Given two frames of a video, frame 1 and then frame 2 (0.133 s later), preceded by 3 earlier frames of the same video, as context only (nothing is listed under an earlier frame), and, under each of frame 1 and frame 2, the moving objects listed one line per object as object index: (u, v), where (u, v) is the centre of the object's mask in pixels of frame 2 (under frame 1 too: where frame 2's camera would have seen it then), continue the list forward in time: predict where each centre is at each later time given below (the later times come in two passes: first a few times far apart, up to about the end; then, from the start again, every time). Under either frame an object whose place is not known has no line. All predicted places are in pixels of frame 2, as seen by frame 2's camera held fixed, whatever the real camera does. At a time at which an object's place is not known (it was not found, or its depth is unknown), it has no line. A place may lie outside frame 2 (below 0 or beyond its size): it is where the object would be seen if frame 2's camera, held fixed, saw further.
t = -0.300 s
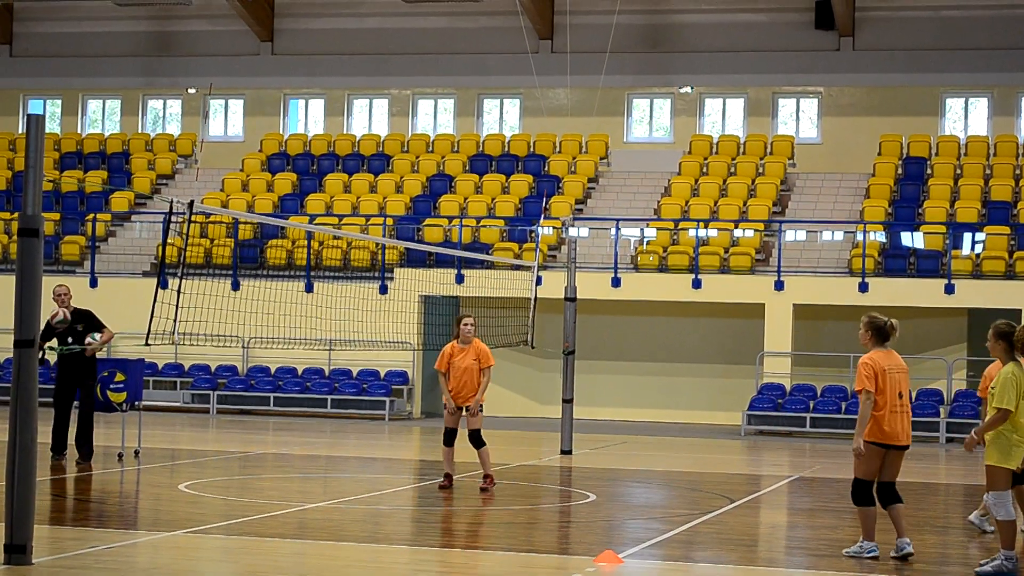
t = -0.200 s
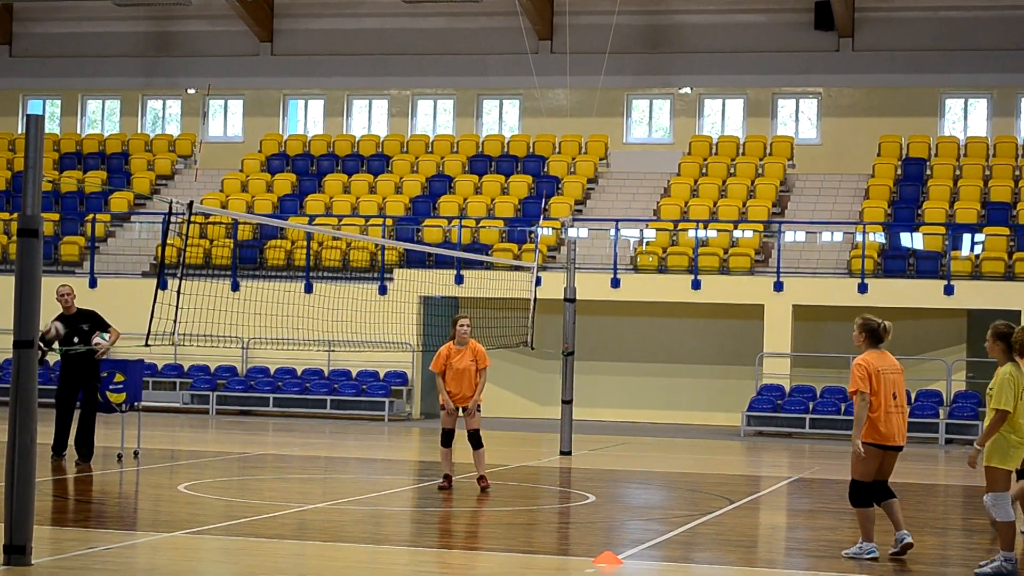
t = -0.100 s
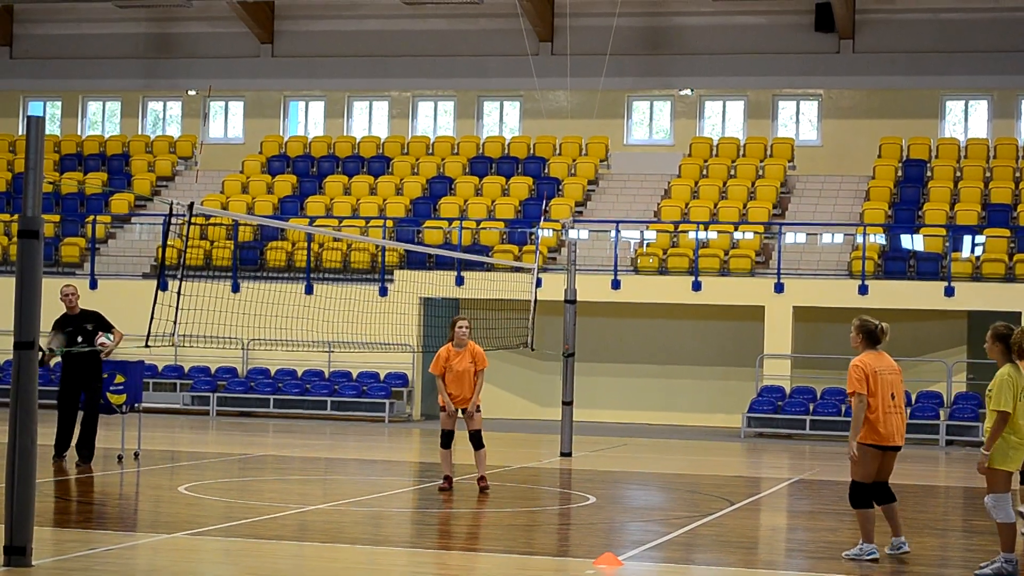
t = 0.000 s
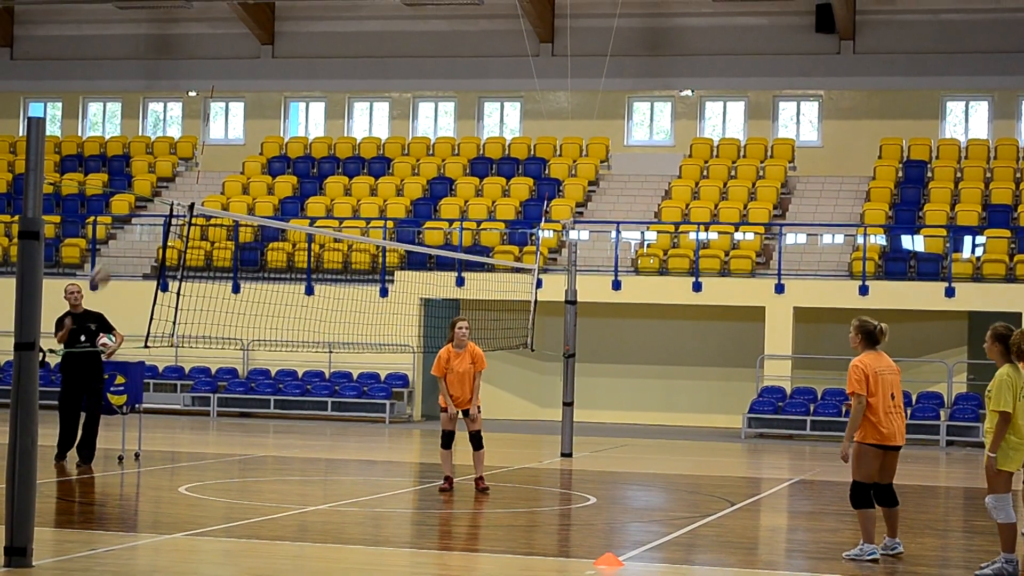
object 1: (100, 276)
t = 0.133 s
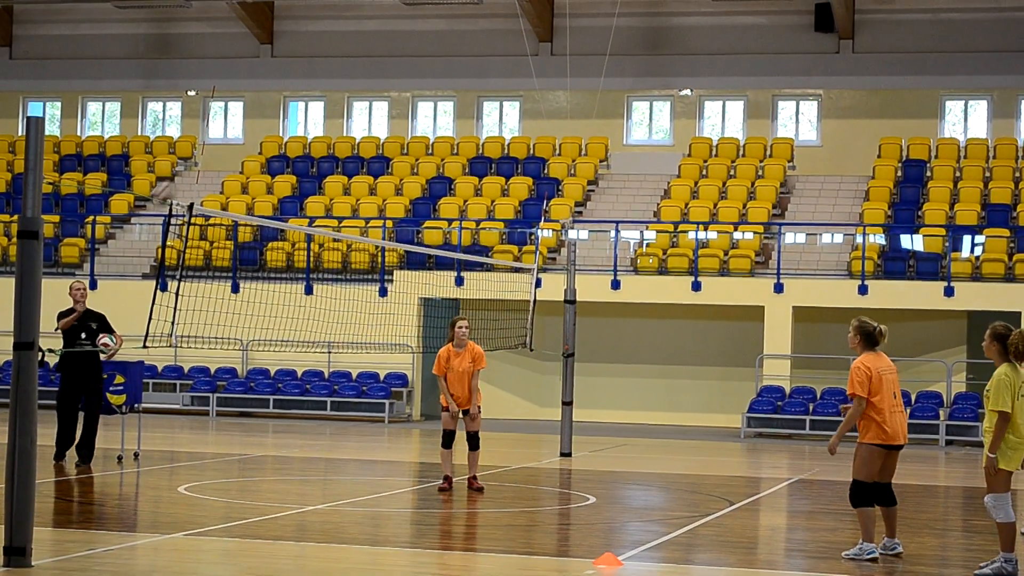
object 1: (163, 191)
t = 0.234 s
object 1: (213, 147)
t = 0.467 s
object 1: (331, 71)
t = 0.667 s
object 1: (439, 56)
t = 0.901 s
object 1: (569, 101)
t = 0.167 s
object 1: (179, 177)
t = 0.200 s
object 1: (195, 161)
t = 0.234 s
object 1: (213, 147)
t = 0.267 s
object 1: (228, 133)
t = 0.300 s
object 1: (247, 118)
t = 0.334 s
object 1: (262, 106)
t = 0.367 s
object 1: (279, 96)
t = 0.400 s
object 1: (296, 86)
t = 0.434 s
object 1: (314, 78)
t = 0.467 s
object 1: (331, 71)
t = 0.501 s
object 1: (349, 65)
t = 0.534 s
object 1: (367, 61)
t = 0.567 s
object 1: (385, 57)
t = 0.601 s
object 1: (403, 56)
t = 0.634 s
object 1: (421, 55)
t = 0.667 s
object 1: (439, 56)
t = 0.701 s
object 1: (458, 58)
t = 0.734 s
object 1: (476, 62)
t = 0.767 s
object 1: (494, 67)
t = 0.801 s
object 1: (513, 73)
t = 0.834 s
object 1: (532, 81)
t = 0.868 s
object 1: (550, 90)
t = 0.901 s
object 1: (569, 101)
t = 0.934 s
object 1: (590, 114)
